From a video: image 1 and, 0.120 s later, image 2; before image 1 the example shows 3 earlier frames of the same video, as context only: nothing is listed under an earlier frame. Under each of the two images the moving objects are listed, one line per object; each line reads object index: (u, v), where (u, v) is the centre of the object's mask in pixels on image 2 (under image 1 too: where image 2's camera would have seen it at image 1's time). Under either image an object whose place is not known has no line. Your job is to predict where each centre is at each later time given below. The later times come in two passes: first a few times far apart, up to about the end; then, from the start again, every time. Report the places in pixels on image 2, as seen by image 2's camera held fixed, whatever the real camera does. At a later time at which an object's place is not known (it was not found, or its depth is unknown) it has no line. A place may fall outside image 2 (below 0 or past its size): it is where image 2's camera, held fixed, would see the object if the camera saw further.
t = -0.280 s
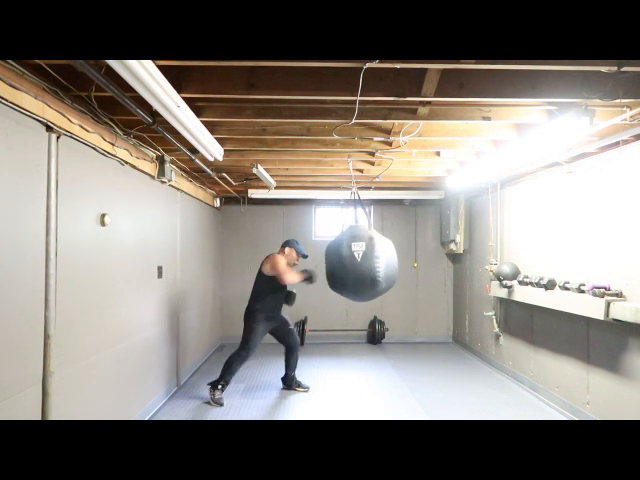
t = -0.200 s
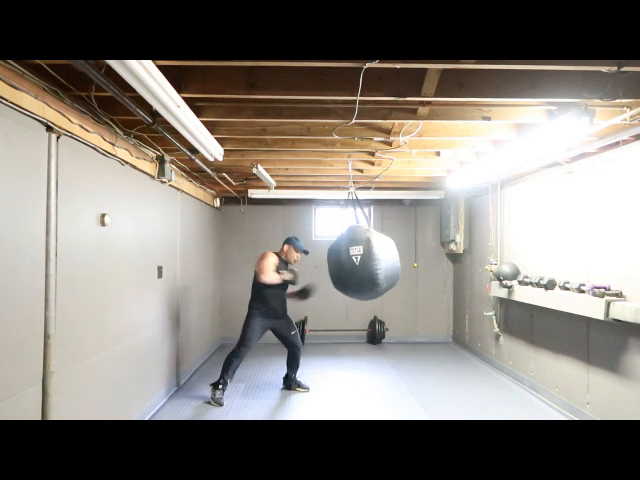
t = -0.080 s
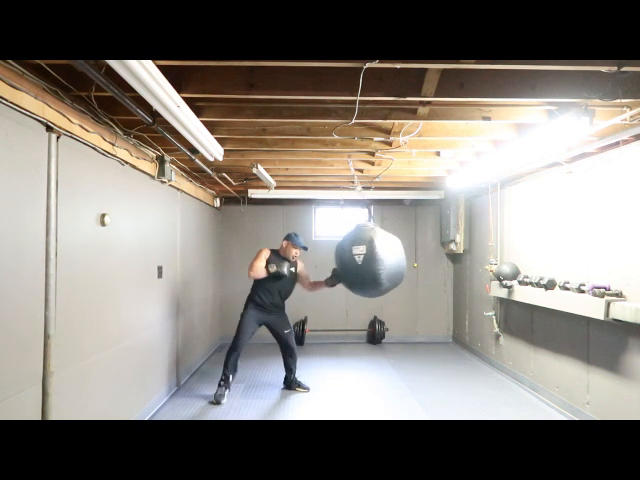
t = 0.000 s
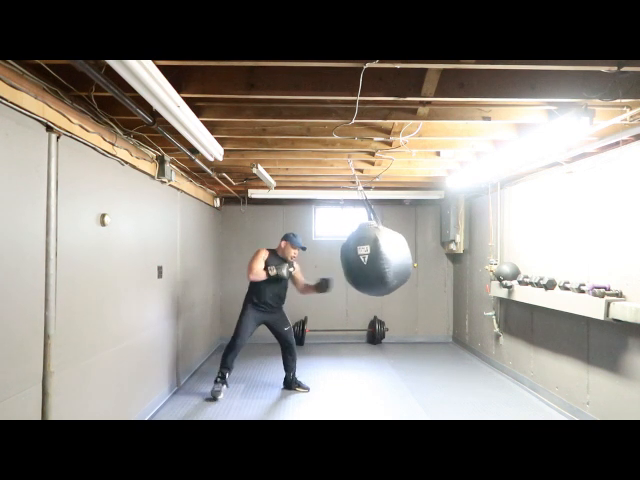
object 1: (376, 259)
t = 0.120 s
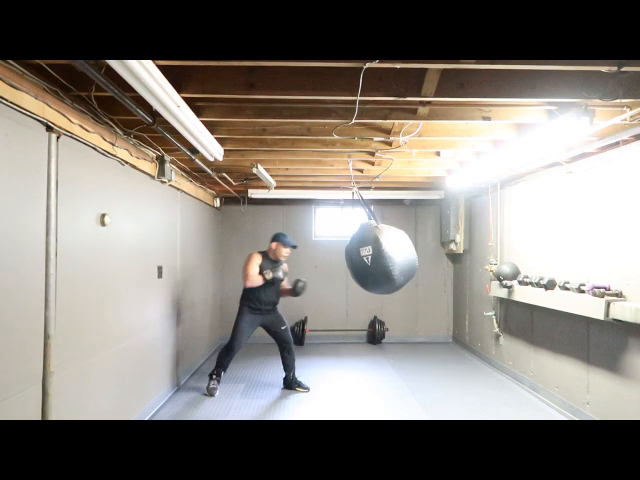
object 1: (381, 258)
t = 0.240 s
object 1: (383, 258)
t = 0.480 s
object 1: (373, 262)
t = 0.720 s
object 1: (349, 265)
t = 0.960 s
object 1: (325, 262)
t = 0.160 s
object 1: (382, 258)
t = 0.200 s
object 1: (383, 258)
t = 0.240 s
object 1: (383, 258)
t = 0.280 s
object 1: (383, 258)
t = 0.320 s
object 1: (382, 259)
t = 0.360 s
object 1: (380, 259)
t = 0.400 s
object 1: (378, 260)
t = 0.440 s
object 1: (376, 261)
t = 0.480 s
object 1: (373, 262)
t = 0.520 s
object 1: (370, 262)
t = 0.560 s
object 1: (367, 263)
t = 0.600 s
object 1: (363, 264)
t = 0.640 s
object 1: (358, 264)
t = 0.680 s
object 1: (354, 265)
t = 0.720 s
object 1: (349, 265)
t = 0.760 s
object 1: (345, 265)
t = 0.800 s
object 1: (340, 264)
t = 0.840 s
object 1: (336, 264)
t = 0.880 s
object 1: (332, 263)
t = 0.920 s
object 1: (328, 262)
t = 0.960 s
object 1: (325, 262)
